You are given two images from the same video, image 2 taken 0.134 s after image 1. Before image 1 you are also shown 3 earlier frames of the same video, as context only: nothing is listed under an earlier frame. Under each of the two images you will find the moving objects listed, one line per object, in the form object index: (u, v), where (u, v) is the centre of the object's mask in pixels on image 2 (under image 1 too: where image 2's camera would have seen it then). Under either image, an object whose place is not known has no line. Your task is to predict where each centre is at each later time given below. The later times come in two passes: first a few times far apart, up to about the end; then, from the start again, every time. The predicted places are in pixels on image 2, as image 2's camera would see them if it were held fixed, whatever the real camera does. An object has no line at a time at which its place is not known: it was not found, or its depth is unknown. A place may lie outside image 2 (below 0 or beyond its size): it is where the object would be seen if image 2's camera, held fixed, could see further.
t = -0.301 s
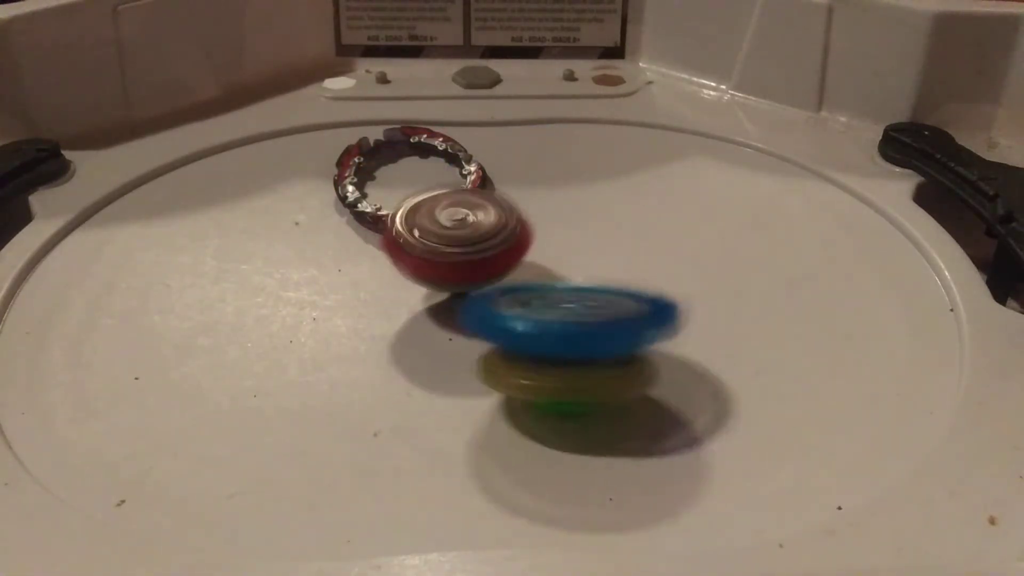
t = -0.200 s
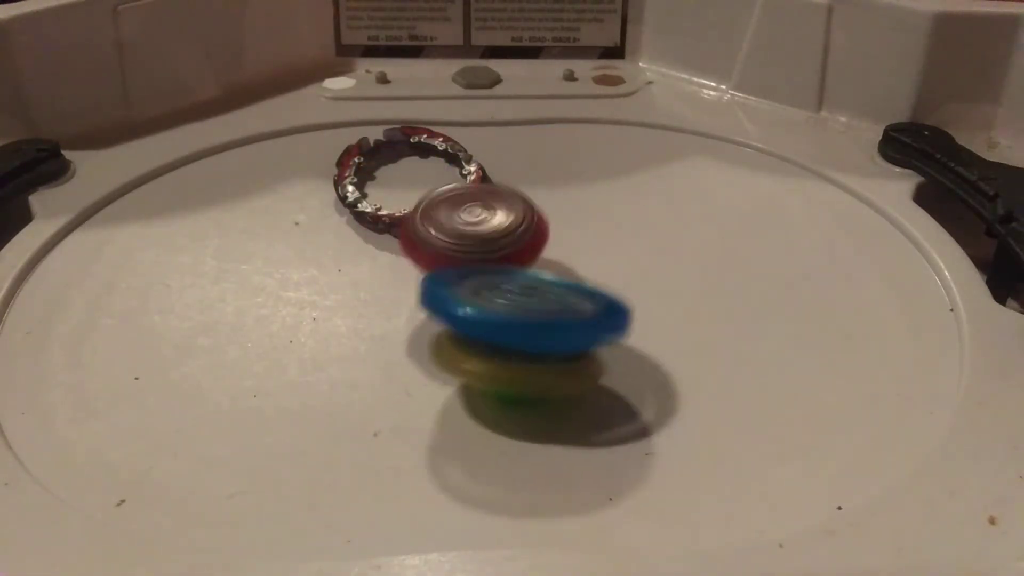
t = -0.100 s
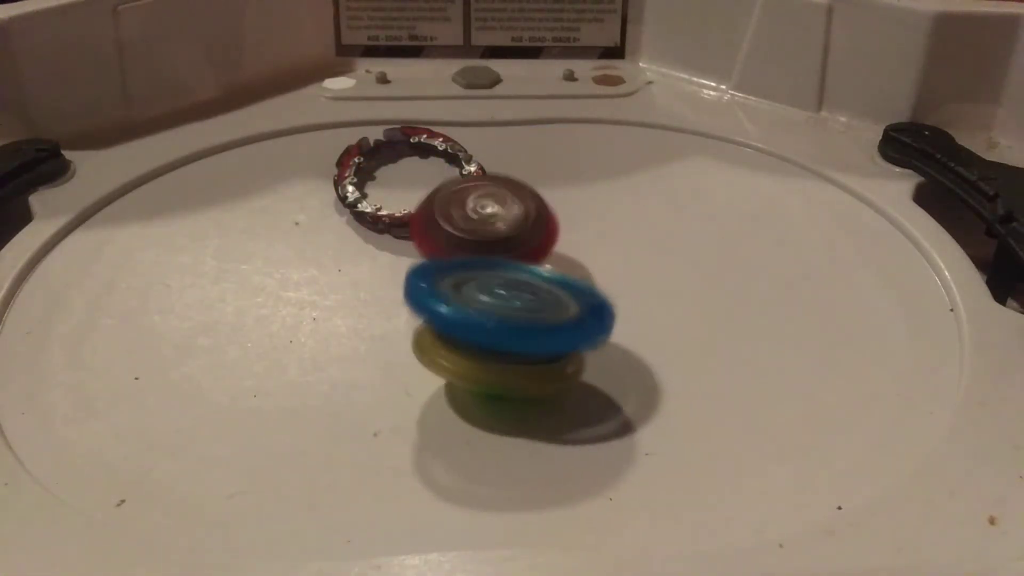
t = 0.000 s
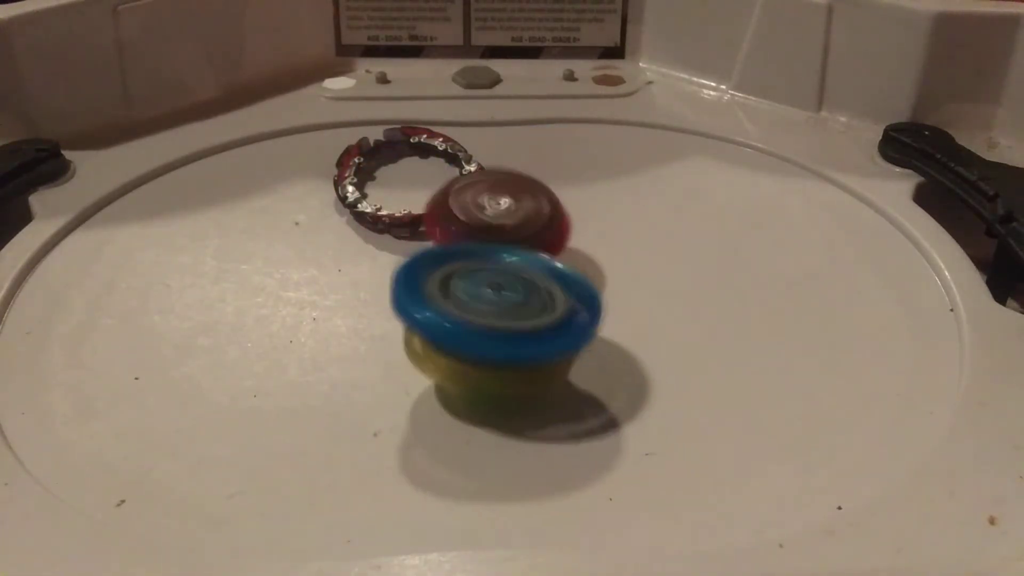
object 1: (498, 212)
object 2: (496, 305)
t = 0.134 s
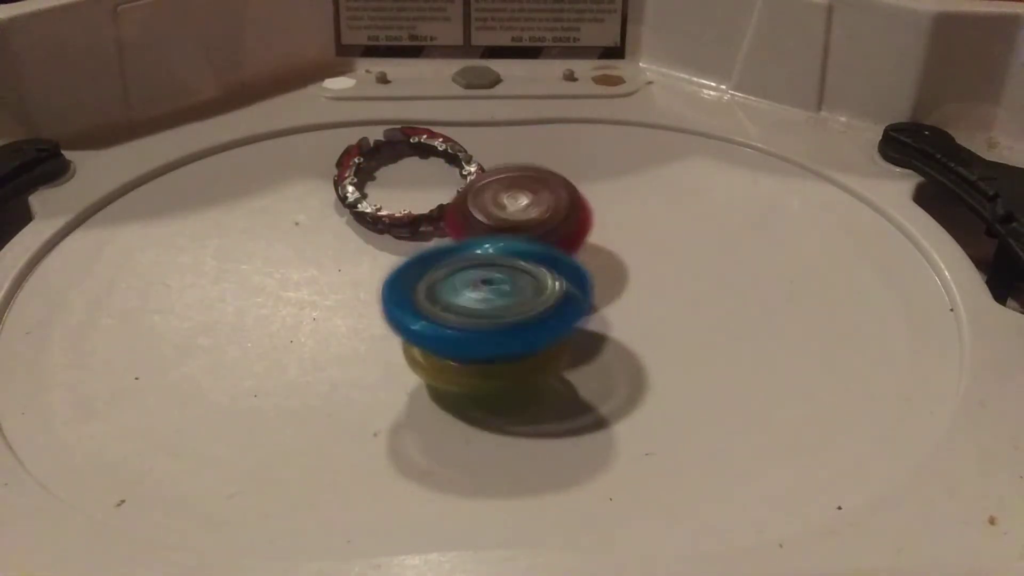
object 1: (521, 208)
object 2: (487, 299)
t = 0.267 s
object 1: (546, 215)
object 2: (481, 295)
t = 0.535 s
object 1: (567, 250)
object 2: (408, 313)
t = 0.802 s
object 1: (550, 265)
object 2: (366, 257)
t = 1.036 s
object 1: (573, 280)
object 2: (431, 208)
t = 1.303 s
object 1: (542, 296)
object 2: (540, 186)
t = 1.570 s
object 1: (508, 282)
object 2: (609, 169)
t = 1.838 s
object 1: (516, 300)
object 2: (586, 177)
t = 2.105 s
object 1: (532, 316)
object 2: (616, 189)
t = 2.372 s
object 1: (547, 295)
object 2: (591, 181)
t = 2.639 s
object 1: (593, 280)
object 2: (605, 176)
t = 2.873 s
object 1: (600, 283)
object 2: (599, 178)
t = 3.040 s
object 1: (557, 291)
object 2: (602, 182)
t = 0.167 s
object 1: (526, 210)
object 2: (486, 296)
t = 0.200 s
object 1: (534, 210)
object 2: (484, 298)
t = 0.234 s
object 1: (543, 212)
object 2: (477, 297)
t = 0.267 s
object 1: (546, 215)
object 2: (481, 295)
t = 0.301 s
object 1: (550, 215)
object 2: (479, 297)
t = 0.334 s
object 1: (559, 217)
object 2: (473, 312)
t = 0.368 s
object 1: (564, 221)
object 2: (466, 312)
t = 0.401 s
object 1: (570, 224)
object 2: (458, 293)
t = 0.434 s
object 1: (570, 233)
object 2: (448, 297)
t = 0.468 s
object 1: (573, 238)
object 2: (435, 296)
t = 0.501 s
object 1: (573, 244)
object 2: (422, 314)
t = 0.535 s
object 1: (567, 250)
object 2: (408, 313)
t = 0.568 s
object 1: (563, 254)
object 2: (398, 308)
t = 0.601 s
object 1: (560, 257)
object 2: (388, 305)
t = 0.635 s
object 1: (556, 260)
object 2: (379, 297)
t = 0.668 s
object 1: (553, 262)
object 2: (371, 293)
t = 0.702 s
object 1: (549, 264)
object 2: (363, 283)
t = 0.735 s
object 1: (548, 265)
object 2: (359, 273)
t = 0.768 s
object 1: (549, 265)
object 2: (358, 263)
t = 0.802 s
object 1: (550, 265)
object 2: (366, 257)
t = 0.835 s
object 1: (549, 265)
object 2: (374, 253)
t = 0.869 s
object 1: (549, 265)
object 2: (379, 245)
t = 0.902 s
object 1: (560, 269)
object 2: (382, 233)
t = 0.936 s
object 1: (571, 271)
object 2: (392, 223)
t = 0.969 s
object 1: (576, 276)
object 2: (405, 217)
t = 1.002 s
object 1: (574, 279)
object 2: (419, 213)
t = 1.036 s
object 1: (573, 280)
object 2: (431, 208)
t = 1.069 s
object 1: (575, 283)
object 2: (443, 204)
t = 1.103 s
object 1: (577, 285)
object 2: (455, 201)
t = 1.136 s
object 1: (576, 287)
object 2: (466, 198)
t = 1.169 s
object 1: (568, 288)
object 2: (476, 195)
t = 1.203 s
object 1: (565, 289)
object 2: (487, 193)
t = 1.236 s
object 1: (560, 289)
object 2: (500, 190)
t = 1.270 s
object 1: (551, 293)
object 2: (519, 188)
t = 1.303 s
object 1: (542, 296)
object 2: (540, 186)
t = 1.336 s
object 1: (537, 296)
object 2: (561, 185)
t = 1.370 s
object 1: (532, 294)
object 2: (577, 185)
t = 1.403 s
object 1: (528, 292)
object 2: (590, 181)
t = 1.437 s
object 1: (521, 290)
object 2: (598, 179)
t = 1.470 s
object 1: (517, 287)
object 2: (603, 175)
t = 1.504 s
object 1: (515, 284)
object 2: (605, 172)
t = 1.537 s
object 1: (513, 283)
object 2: (607, 171)
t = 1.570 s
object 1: (508, 282)
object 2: (609, 169)
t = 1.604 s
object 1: (502, 282)
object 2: (611, 169)
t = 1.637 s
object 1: (501, 281)
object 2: (610, 169)
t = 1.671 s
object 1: (502, 286)
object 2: (604, 171)
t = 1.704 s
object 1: (503, 290)
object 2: (597, 171)
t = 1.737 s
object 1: (504, 294)
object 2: (590, 172)
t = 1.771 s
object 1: (507, 297)
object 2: (587, 173)
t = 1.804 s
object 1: (511, 298)
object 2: (586, 175)
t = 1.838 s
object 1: (516, 300)
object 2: (586, 177)
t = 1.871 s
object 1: (524, 301)
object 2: (588, 180)
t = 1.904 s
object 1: (529, 304)
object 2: (591, 182)
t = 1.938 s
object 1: (529, 309)
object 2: (597, 185)
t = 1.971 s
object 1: (528, 313)
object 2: (604, 187)
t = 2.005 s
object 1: (530, 313)
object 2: (610, 189)
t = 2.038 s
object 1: (533, 314)
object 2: (615, 189)
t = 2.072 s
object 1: (533, 315)
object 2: (617, 189)
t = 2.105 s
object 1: (532, 316)
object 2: (616, 189)
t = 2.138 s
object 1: (530, 314)
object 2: (612, 189)
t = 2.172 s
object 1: (531, 313)
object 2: (606, 189)
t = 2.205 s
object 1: (532, 311)
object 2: (600, 188)
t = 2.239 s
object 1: (534, 309)
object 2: (596, 186)
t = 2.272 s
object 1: (535, 305)
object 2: (594, 185)
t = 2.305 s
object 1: (537, 301)
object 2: (592, 183)
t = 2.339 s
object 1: (541, 297)
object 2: (591, 182)
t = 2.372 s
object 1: (547, 295)
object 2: (591, 181)
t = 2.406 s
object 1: (552, 293)
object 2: (591, 179)
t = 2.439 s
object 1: (558, 291)
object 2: (592, 178)
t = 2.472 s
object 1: (563, 288)
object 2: (593, 177)
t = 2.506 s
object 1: (569, 284)
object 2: (594, 175)
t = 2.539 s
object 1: (576, 281)
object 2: (595, 175)
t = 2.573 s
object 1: (584, 281)
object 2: (598, 175)
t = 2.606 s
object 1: (589, 281)
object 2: (601, 175)
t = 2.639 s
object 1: (593, 280)
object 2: (605, 176)
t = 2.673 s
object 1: (596, 279)
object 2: (608, 176)
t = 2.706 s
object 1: (601, 279)
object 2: (609, 176)
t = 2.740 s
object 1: (605, 280)
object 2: (609, 177)
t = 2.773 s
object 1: (605, 281)
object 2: (607, 177)
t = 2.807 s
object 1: (604, 282)
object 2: (604, 178)
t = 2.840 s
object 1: (602, 283)
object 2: (600, 179)
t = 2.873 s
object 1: (600, 283)
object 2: (599, 178)
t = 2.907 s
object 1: (595, 285)
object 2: (599, 179)
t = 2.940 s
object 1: (588, 286)
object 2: (602, 180)
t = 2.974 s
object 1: (582, 286)
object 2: (604, 181)
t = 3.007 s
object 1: (570, 289)
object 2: (604, 180)
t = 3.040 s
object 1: (557, 291)
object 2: (602, 182)
